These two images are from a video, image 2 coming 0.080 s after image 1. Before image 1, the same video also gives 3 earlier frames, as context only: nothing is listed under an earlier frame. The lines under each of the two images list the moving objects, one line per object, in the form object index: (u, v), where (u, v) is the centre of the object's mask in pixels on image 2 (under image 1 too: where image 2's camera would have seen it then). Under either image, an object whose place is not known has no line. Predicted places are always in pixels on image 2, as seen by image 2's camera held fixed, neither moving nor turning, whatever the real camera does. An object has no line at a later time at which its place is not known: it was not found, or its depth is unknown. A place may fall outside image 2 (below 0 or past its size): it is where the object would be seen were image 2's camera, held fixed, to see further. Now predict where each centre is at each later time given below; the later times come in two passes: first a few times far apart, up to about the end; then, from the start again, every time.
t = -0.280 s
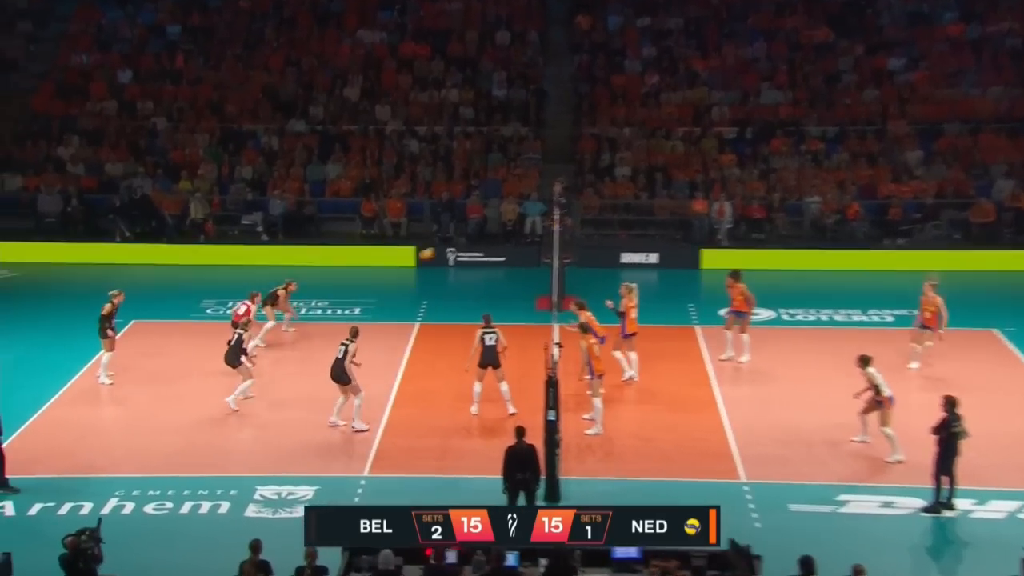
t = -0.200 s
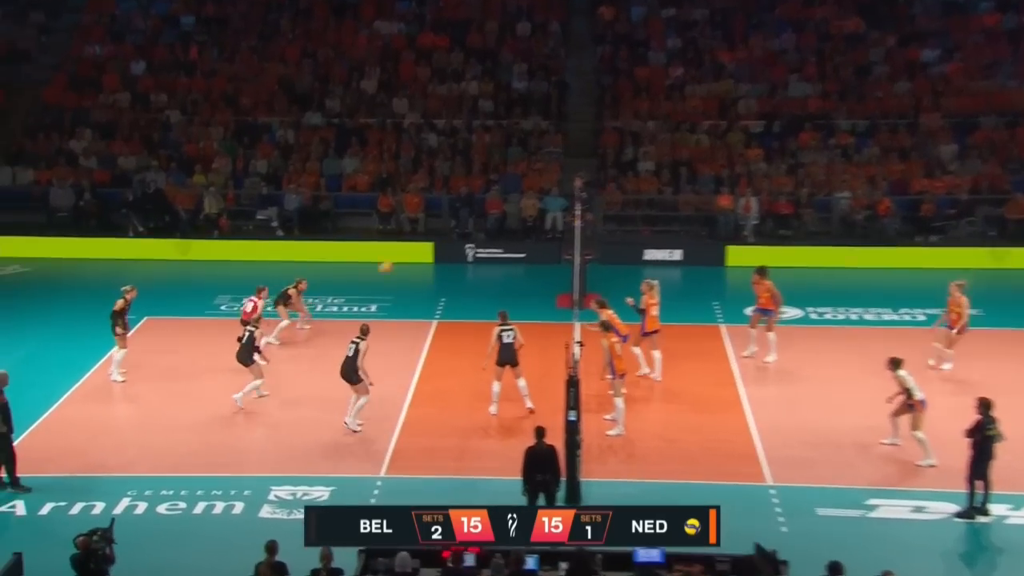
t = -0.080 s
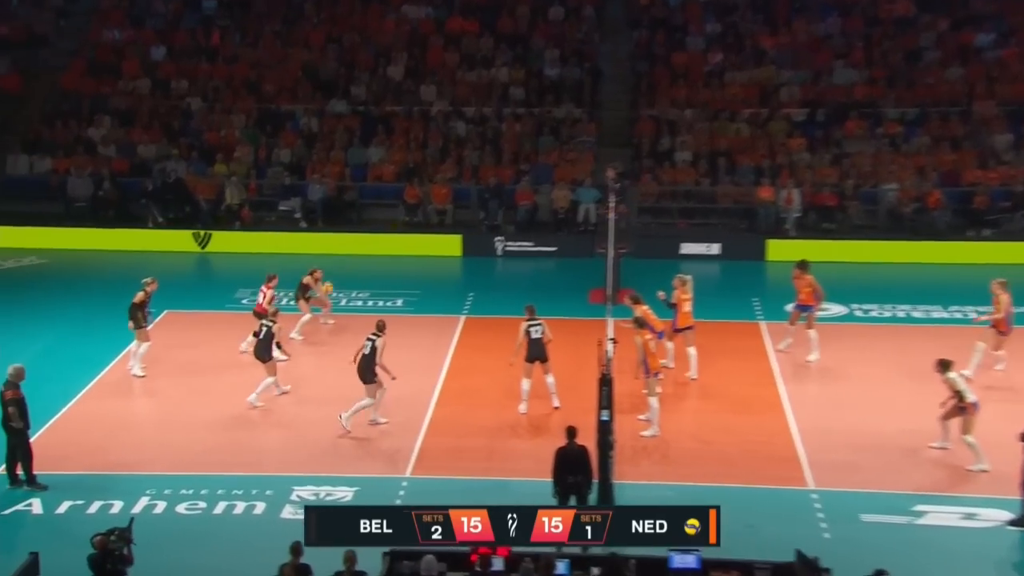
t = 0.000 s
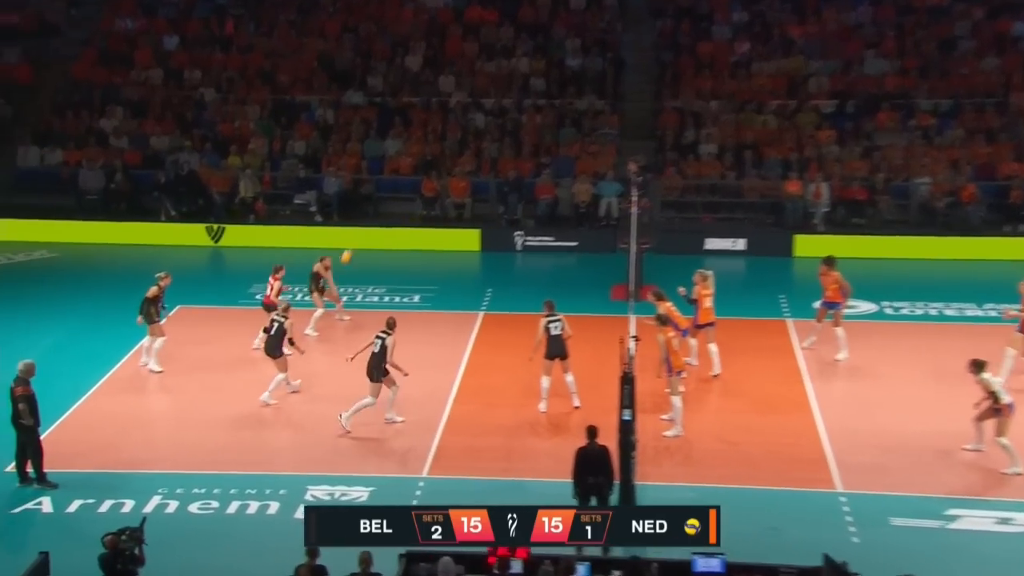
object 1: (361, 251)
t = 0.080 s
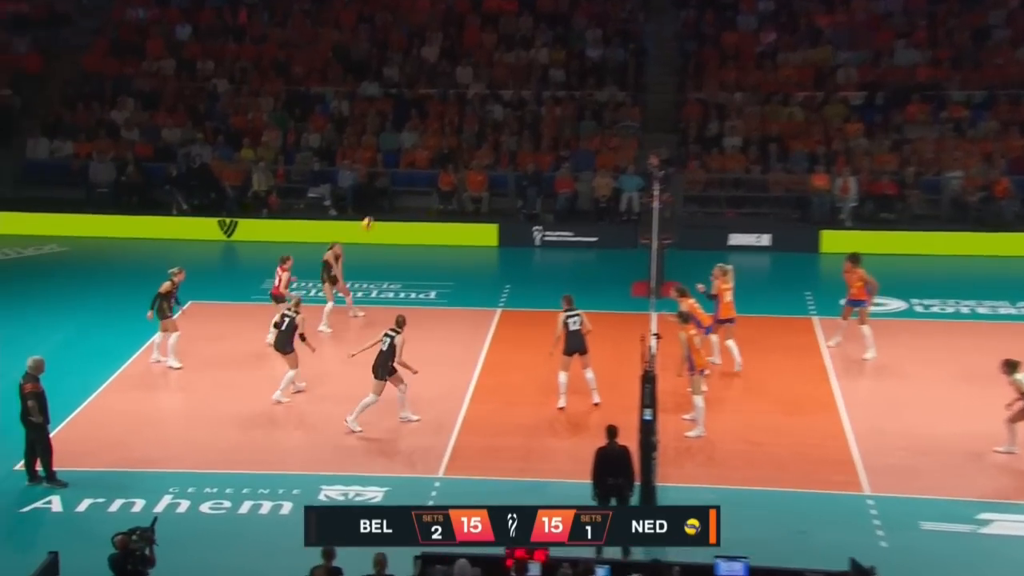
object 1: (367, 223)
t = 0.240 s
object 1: (378, 181)
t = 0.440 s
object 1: (392, 145)
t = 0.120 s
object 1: (370, 213)
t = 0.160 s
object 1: (372, 201)
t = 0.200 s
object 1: (375, 191)
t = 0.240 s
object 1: (378, 181)
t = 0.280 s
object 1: (381, 173)
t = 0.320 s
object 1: (383, 165)
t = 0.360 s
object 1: (386, 157)
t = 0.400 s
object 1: (389, 151)
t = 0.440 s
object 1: (392, 145)
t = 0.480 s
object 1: (395, 140)
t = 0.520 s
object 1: (398, 136)
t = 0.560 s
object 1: (401, 132)
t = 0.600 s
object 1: (404, 130)
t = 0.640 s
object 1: (407, 128)
